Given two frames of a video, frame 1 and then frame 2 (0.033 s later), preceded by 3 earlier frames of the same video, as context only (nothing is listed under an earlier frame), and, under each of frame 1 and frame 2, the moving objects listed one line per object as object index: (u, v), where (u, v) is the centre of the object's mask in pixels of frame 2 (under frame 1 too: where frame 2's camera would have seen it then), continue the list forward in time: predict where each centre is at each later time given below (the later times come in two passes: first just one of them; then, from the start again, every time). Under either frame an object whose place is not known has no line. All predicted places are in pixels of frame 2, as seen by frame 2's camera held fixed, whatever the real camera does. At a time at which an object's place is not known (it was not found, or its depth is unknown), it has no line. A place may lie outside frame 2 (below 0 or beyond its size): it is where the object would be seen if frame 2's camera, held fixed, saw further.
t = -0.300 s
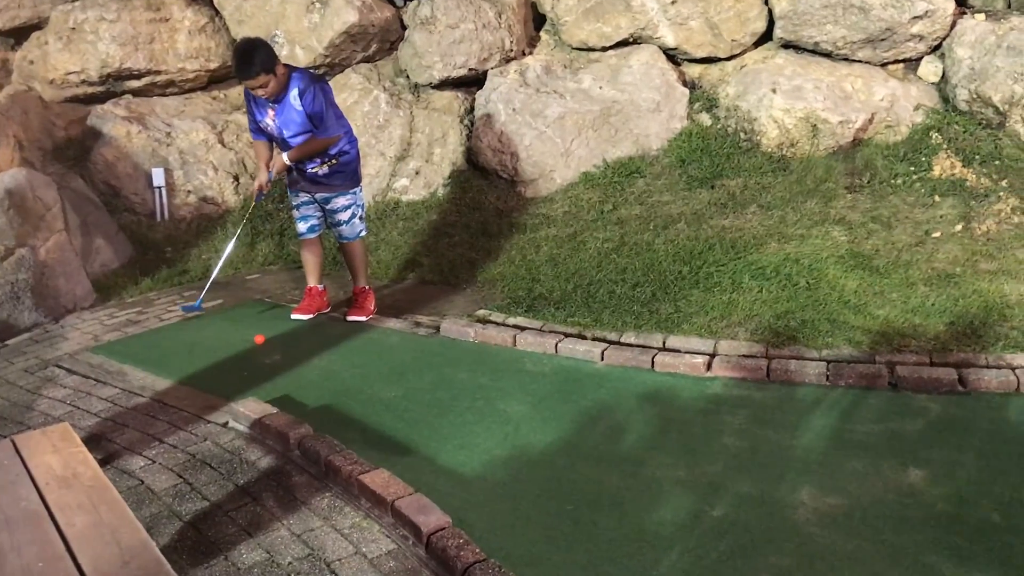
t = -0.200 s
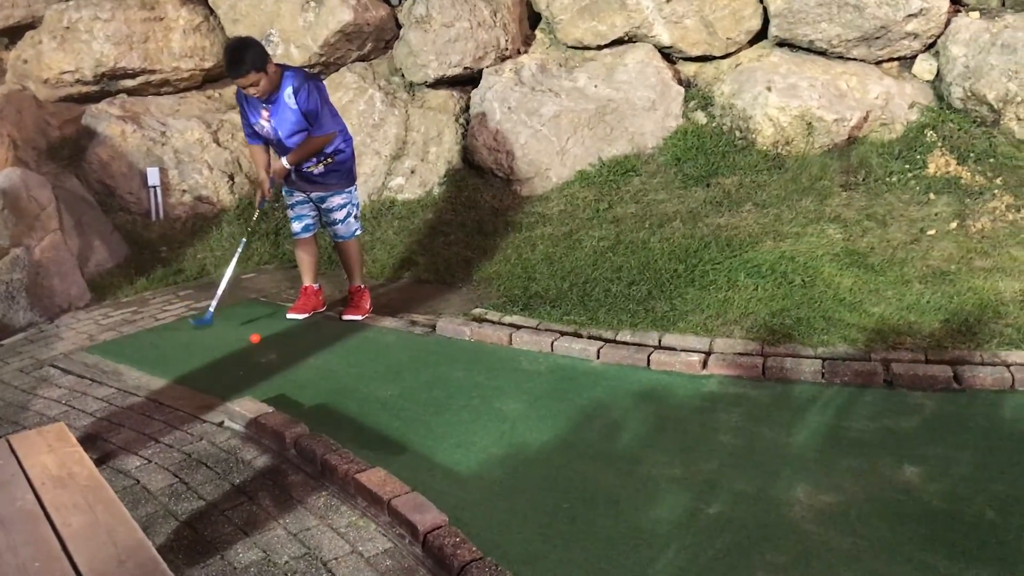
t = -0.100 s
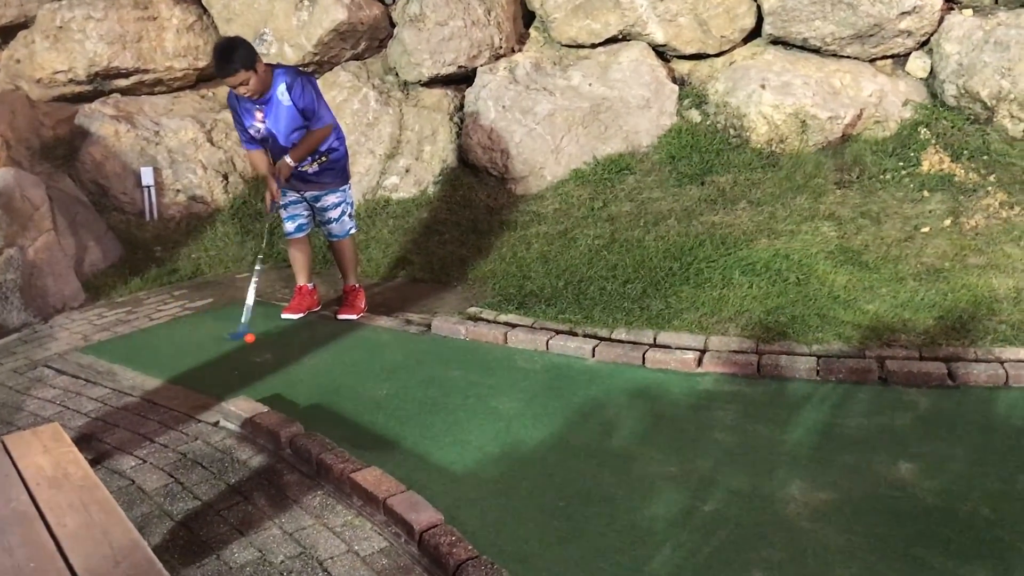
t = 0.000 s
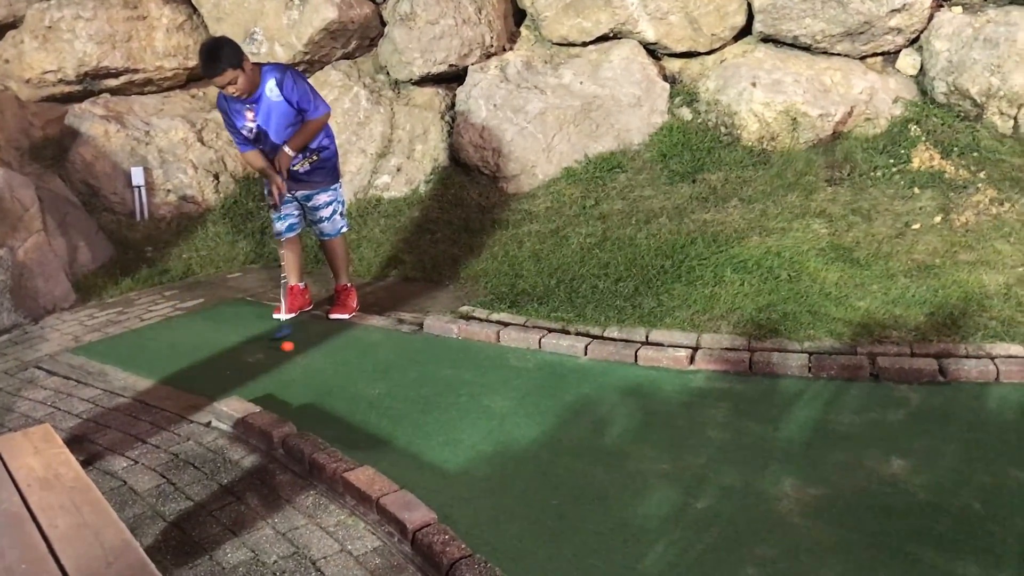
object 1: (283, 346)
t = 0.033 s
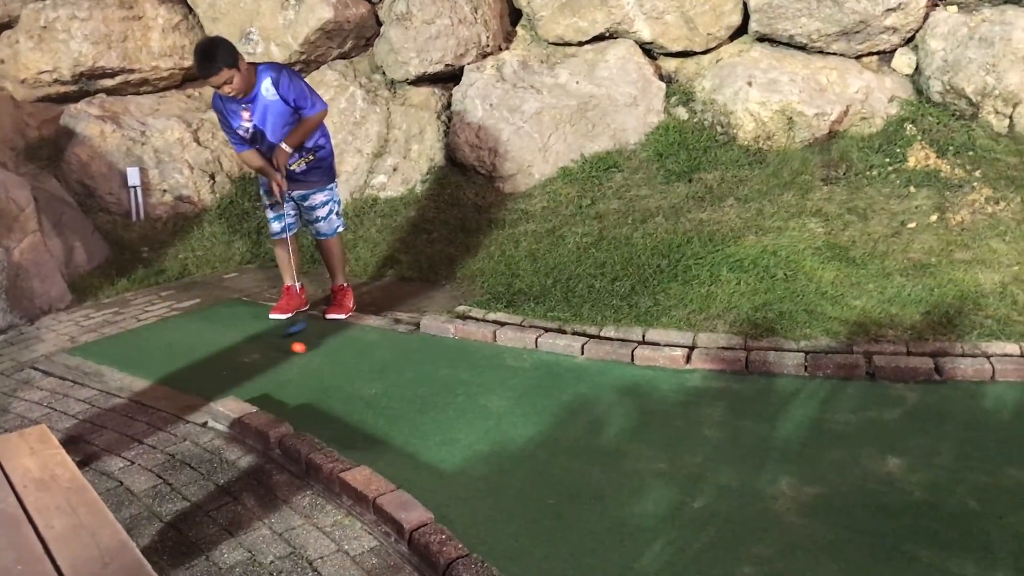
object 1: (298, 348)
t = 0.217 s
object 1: (376, 359)
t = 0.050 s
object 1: (306, 349)
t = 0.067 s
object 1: (313, 351)
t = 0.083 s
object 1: (321, 352)
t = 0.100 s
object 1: (328, 352)
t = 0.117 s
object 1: (335, 352)
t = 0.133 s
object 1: (342, 354)
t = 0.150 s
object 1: (349, 355)
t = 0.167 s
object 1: (356, 357)
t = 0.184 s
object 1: (363, 359)
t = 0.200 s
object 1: (370, 359)
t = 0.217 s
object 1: (376, 359)
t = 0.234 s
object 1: (384, 360)
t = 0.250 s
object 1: (390, 362)
